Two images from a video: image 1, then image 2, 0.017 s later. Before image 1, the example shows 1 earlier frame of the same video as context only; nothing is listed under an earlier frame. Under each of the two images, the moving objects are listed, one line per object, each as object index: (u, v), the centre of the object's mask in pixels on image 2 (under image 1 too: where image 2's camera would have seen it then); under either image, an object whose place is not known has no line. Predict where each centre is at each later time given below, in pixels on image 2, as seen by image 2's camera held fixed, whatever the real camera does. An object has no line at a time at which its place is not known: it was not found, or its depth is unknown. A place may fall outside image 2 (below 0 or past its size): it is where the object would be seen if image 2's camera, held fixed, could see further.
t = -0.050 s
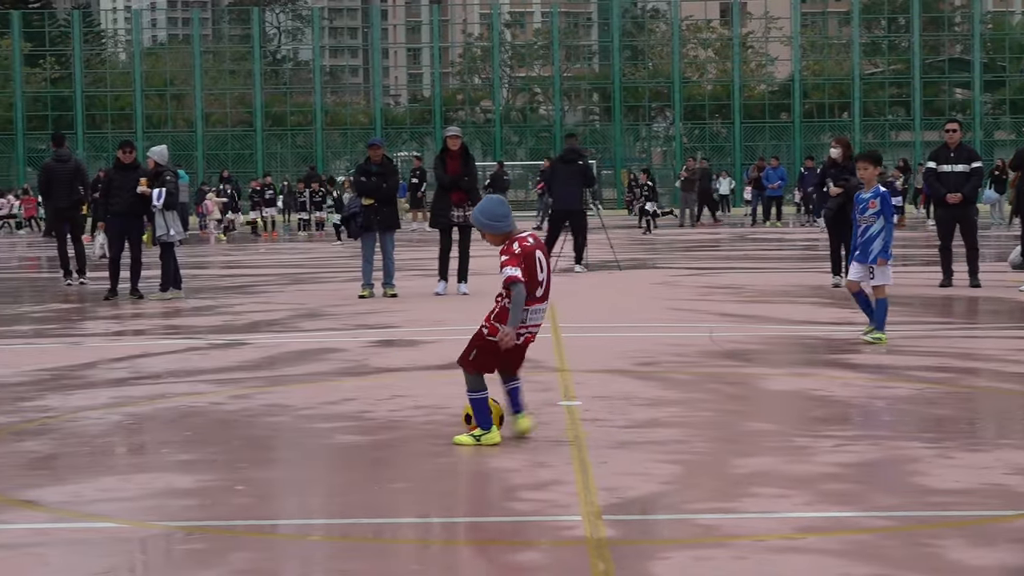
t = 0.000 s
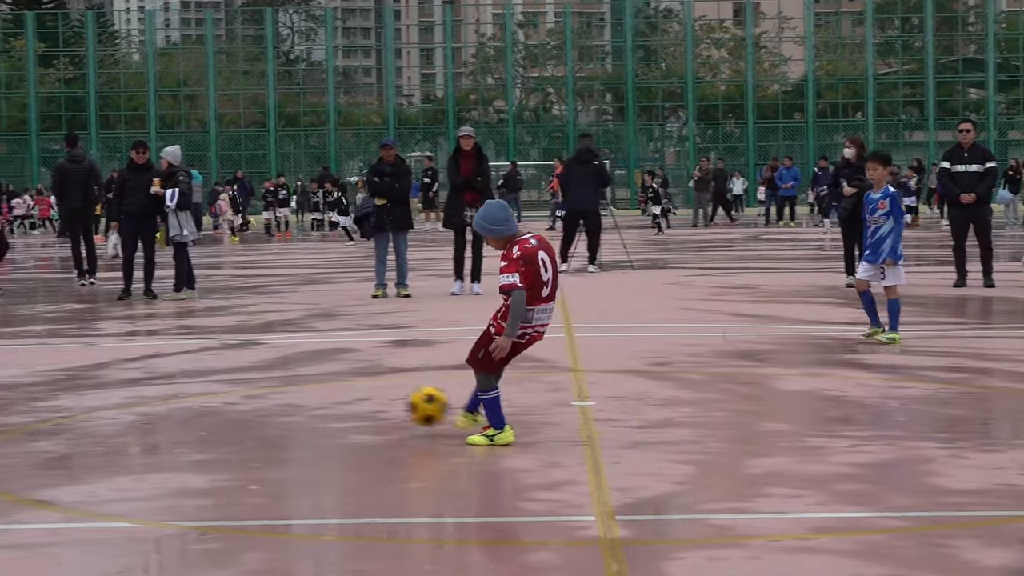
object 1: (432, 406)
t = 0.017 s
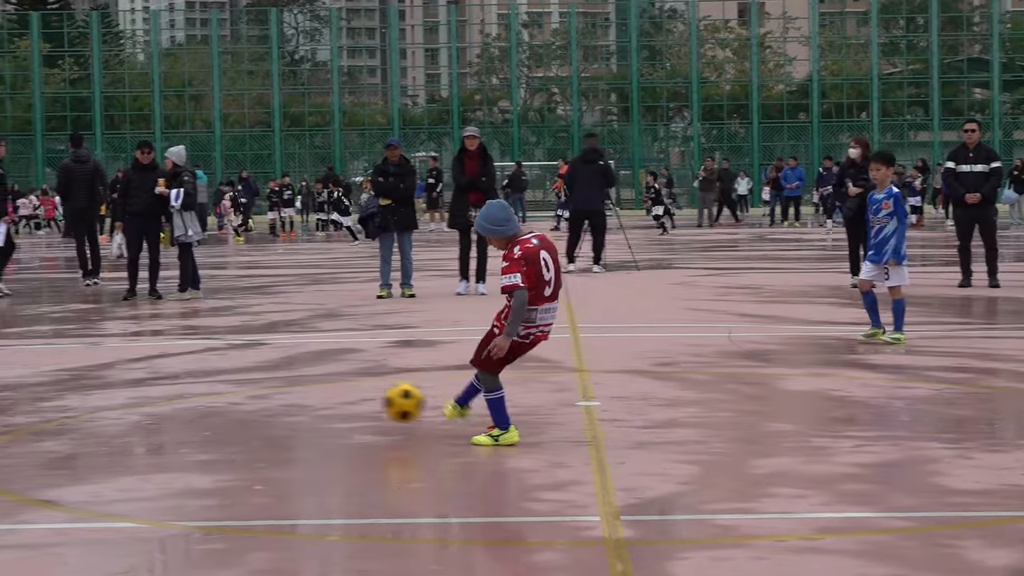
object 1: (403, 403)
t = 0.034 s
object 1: (375, 399)
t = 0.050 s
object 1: (347, 396)
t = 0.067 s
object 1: (319, 394)
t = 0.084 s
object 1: (292, 392)
